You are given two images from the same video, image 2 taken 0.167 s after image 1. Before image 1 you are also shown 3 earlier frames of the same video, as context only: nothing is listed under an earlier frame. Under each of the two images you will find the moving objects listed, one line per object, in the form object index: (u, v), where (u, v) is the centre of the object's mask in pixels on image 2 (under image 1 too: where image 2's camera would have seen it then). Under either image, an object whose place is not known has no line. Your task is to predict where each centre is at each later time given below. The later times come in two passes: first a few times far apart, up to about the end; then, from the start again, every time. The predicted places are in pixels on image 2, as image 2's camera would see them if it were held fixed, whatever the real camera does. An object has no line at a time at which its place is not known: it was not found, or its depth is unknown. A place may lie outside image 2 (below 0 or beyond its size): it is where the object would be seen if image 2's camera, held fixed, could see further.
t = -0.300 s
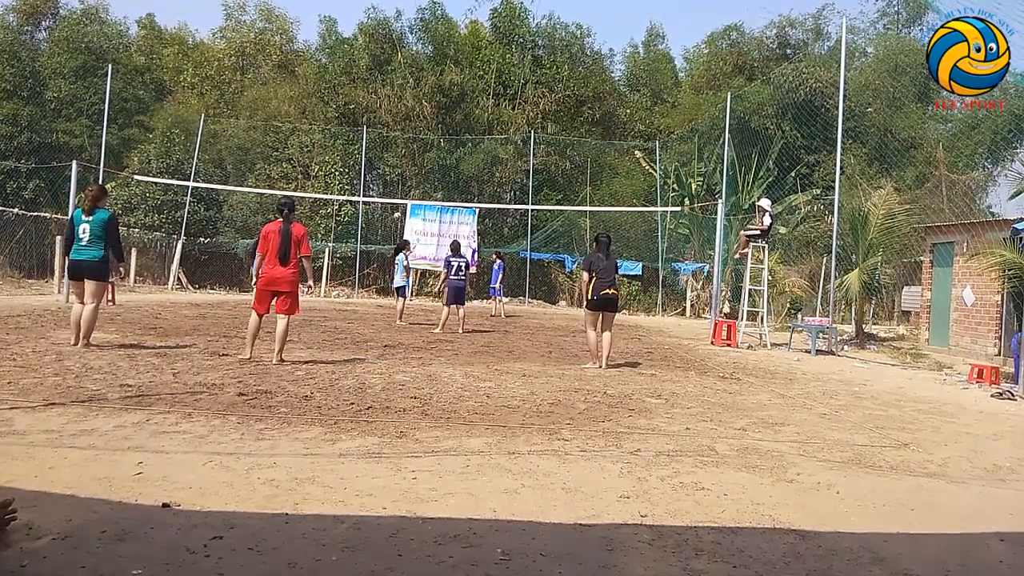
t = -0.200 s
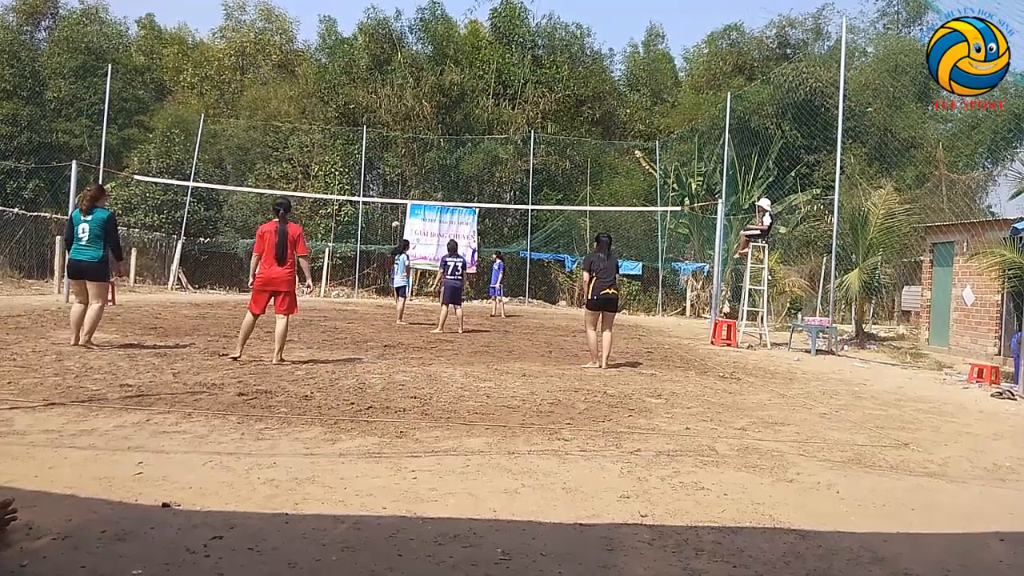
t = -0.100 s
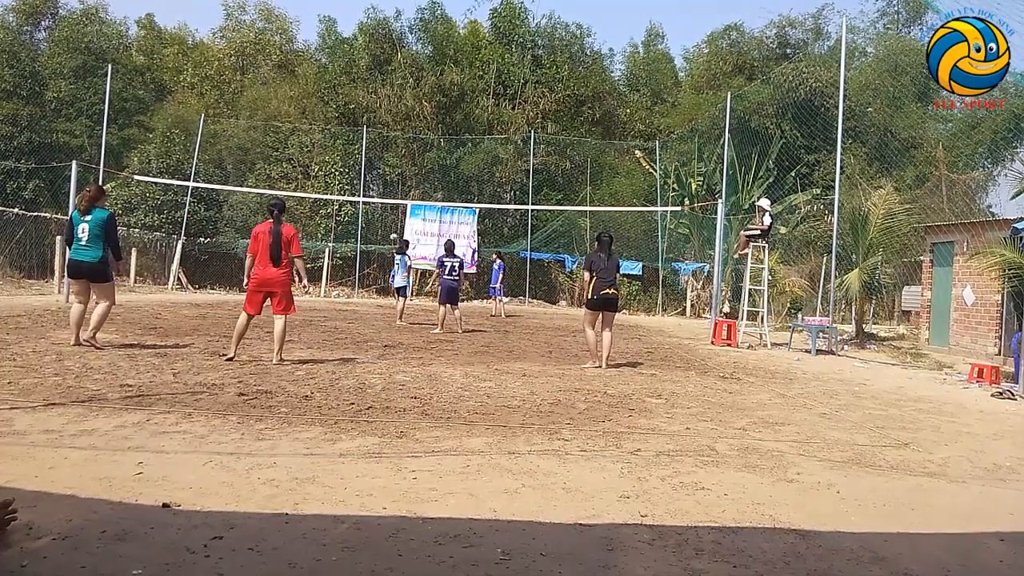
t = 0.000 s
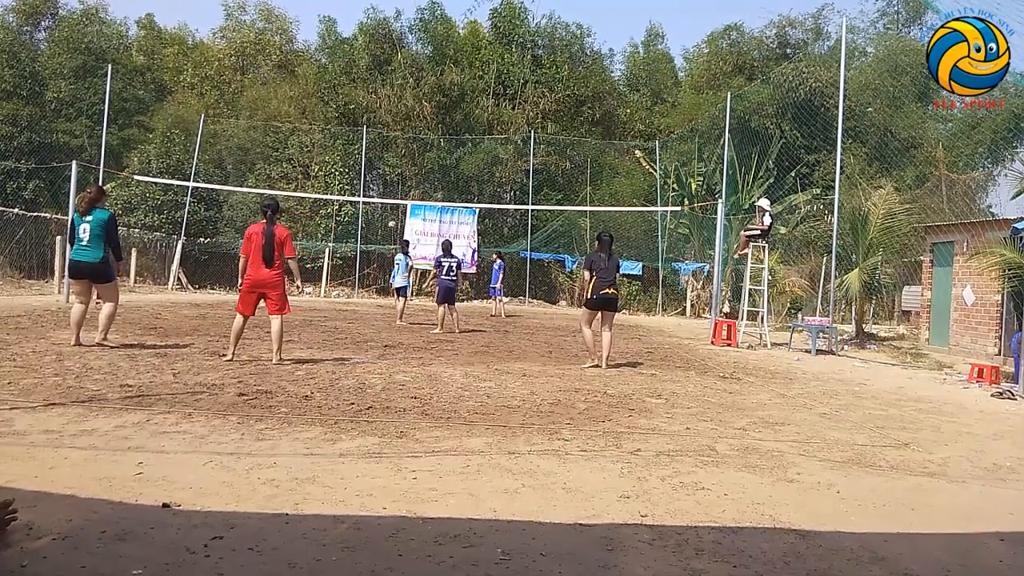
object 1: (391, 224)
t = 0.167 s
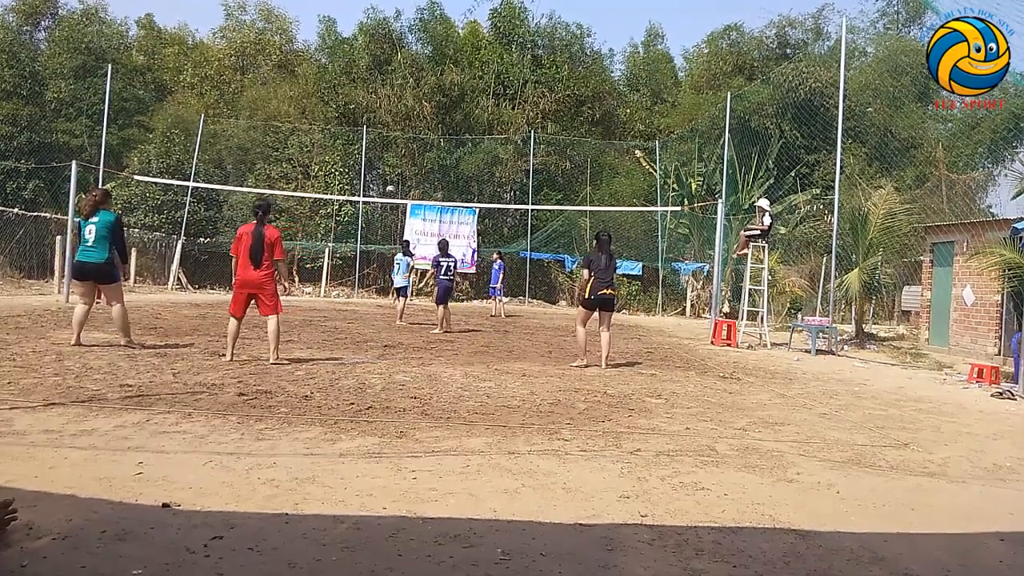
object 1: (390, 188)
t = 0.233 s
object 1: (390, 178)
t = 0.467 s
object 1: (387, 152)
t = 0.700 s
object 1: (381, 164)
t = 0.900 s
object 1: (372, 228)
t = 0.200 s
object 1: (390, 182)
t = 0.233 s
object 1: (390, 178)
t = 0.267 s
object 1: (389, 171)
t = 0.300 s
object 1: (389, 167)
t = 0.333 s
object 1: (389, 162)
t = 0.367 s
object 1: (388, 160)
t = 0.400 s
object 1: (388, 157)
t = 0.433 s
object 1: (387, 154)
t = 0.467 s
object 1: (387, 152)
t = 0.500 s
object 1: (387, 151)
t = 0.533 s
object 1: (385, 151)
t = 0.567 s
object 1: (385, 152)
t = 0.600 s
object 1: (384, 153)
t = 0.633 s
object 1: (384, 155)
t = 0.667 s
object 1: (383, 158)
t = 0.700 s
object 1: (381, 164)
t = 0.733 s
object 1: (380, 171)
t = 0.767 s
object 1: (379, 179)
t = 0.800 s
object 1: (377, 187)
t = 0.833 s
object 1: (376, 198)
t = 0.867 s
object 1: (375, 213)
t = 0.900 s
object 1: (372, 228)
